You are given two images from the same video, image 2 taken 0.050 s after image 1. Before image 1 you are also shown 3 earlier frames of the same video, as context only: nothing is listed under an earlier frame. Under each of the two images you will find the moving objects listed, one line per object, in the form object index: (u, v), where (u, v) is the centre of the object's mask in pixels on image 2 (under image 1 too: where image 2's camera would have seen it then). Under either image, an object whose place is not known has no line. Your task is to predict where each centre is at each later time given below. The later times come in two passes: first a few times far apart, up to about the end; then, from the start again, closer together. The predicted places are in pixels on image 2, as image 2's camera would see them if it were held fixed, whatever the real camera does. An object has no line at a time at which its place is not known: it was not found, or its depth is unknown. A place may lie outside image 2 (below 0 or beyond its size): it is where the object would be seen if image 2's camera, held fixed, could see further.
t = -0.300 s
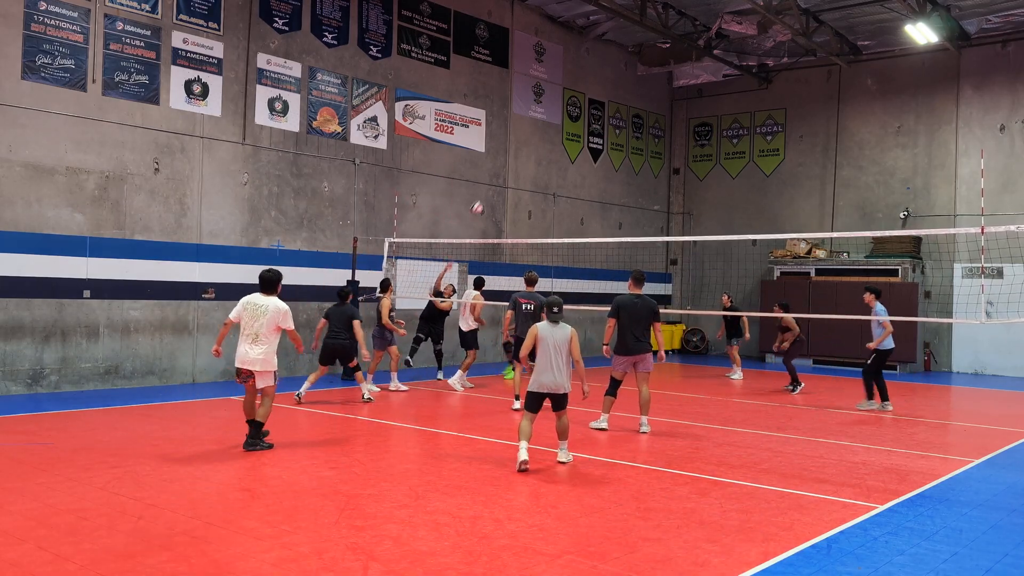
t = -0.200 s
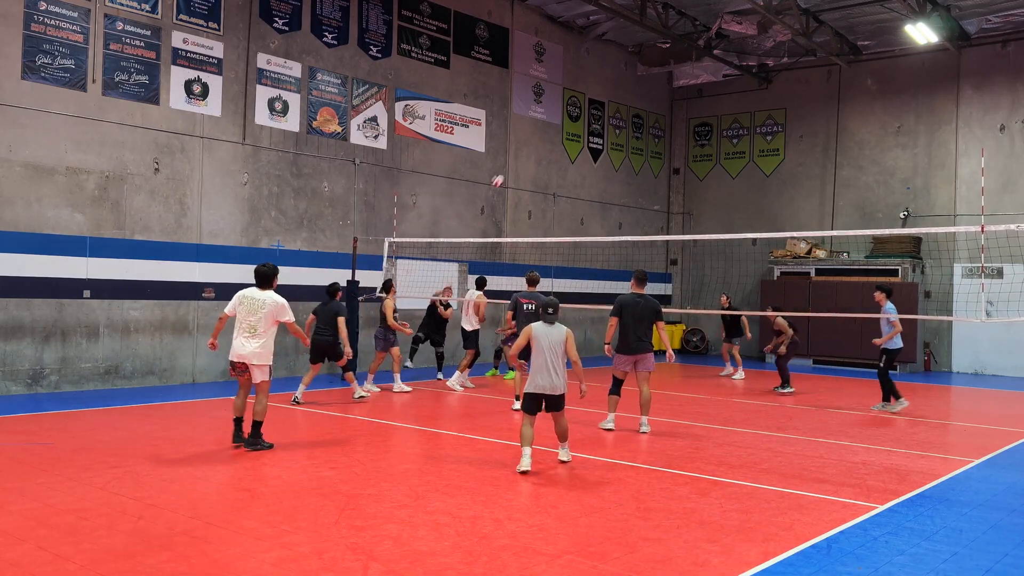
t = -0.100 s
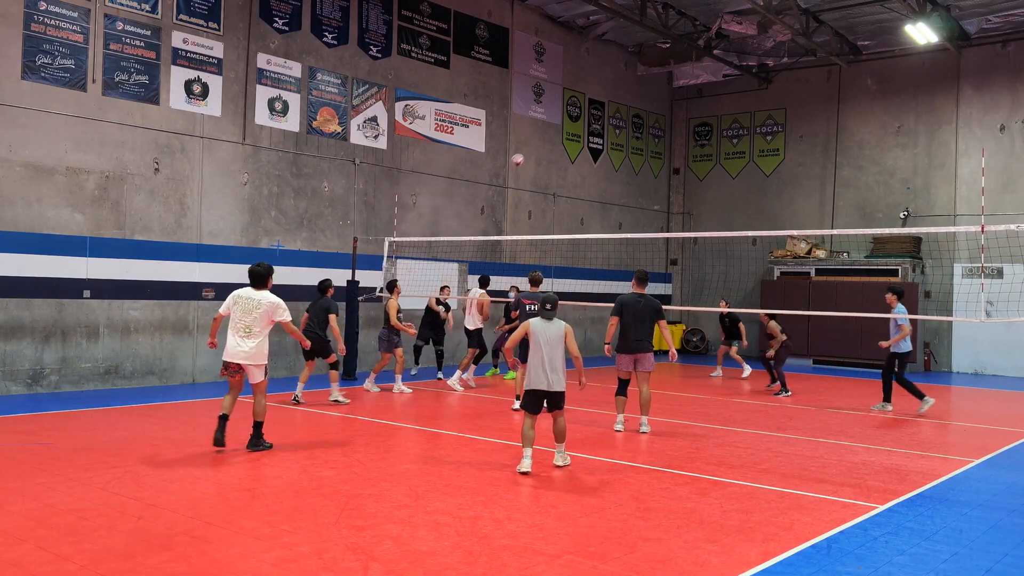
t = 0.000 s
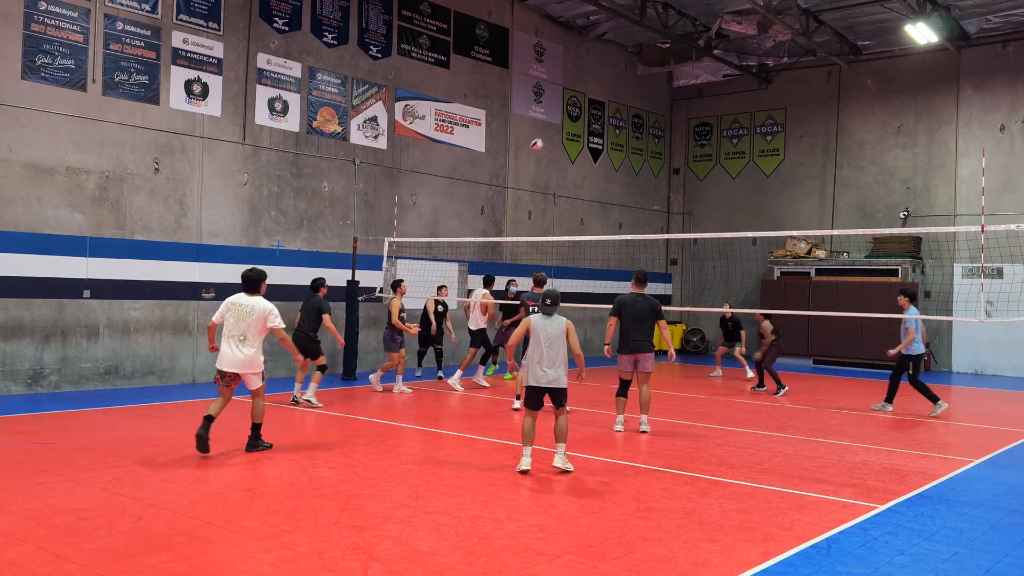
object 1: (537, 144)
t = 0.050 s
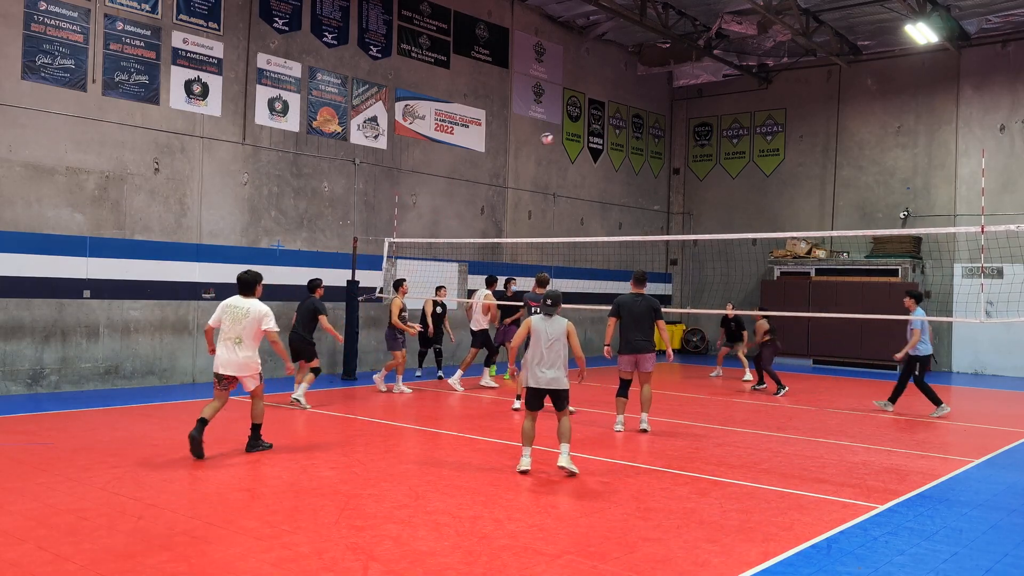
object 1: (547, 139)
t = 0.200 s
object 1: (574, 131)
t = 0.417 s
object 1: (612, 141)
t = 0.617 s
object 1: (646, 173)
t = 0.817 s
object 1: (676, 224)
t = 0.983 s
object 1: (697, 276)
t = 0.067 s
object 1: (549, 137)
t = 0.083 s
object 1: (552, 136)
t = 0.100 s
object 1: (555, 135)
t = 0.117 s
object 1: (558, 134)
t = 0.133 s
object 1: (561, 133)
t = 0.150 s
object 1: (565, 132)
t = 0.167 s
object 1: (568, 132)
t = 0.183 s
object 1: (571, 131)
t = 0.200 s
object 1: (574, 131)
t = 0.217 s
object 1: (577, 131)
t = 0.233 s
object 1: (580, 131)
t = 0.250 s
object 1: (583, 131)
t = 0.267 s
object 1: (586, 131)
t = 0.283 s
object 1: (589, 131)
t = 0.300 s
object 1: (592, 132)
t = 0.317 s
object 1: (595, 133)
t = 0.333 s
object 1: (598, 134)
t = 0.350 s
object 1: (601, 135)
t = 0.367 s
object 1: (604, 136)
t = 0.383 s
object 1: (607, 138)
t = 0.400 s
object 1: (610, 139)
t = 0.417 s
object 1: (612, 141)
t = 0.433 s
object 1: (615, 143)
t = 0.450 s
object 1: (618, 145)
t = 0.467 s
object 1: (620, 147)
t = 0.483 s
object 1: (624, 149)
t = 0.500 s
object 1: (626, 151)
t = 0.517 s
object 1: (629, 154)
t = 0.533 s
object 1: (632, 157)
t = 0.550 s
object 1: (635, 160)
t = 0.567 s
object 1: (637, 163)
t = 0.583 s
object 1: (640, 166)
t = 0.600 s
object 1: (643, 169)
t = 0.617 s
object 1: (646, 173)
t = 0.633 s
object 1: (648, 176)
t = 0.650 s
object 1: (651, 180)
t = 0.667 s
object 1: (653, 184)
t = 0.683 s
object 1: (656, 188)
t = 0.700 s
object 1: (658, 192)
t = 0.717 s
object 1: (661, 196)
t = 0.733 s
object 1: (663, 201)
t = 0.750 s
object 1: (666, 205)
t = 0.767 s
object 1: (668, 210)
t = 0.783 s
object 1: (671, 215)
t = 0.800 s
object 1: (673, 219)
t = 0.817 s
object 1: (676, 224)
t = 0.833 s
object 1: (678, 229)
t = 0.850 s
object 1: (680, 232)
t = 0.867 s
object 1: (684, 242)
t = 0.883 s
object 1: (685, 247)
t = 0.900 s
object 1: (688, 252)
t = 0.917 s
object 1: (690, 258)
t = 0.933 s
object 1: (692, 264)
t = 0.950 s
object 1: (695, 270)
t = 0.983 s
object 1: (697, 276)
